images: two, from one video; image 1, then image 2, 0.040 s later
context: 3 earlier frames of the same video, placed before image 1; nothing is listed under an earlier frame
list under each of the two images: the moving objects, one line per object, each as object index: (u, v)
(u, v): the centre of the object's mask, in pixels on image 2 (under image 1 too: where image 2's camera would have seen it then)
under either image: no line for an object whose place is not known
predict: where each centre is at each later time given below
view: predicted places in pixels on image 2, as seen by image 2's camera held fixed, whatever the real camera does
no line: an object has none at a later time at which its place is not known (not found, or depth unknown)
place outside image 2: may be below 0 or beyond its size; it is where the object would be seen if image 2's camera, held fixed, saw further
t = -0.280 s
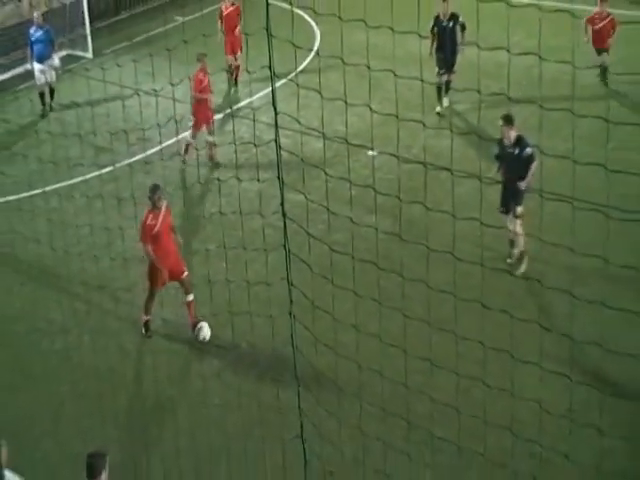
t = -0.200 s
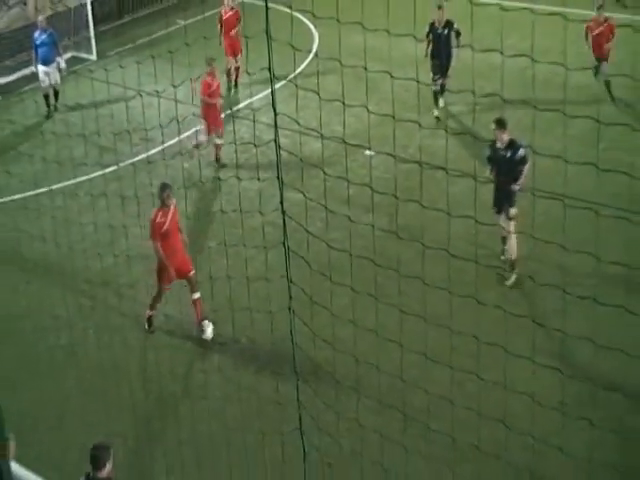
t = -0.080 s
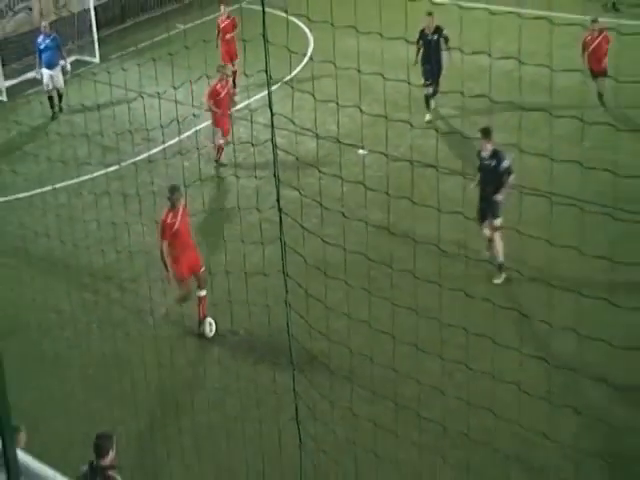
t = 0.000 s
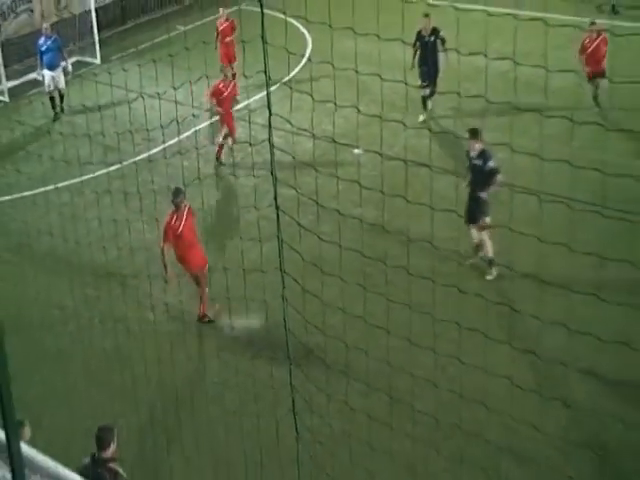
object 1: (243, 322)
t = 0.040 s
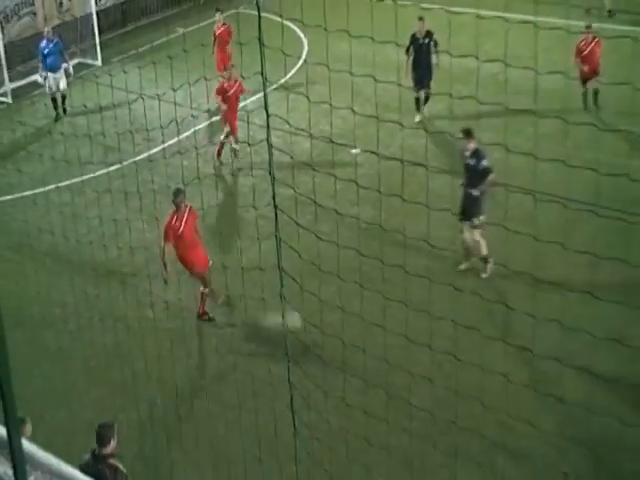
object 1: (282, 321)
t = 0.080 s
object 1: (323, 322)
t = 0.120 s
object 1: (365, 323)
